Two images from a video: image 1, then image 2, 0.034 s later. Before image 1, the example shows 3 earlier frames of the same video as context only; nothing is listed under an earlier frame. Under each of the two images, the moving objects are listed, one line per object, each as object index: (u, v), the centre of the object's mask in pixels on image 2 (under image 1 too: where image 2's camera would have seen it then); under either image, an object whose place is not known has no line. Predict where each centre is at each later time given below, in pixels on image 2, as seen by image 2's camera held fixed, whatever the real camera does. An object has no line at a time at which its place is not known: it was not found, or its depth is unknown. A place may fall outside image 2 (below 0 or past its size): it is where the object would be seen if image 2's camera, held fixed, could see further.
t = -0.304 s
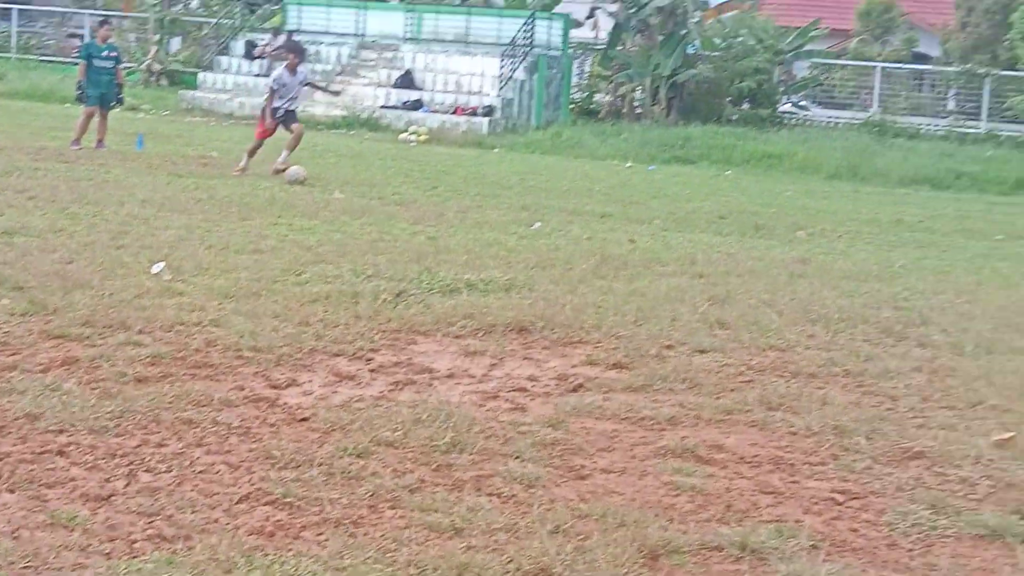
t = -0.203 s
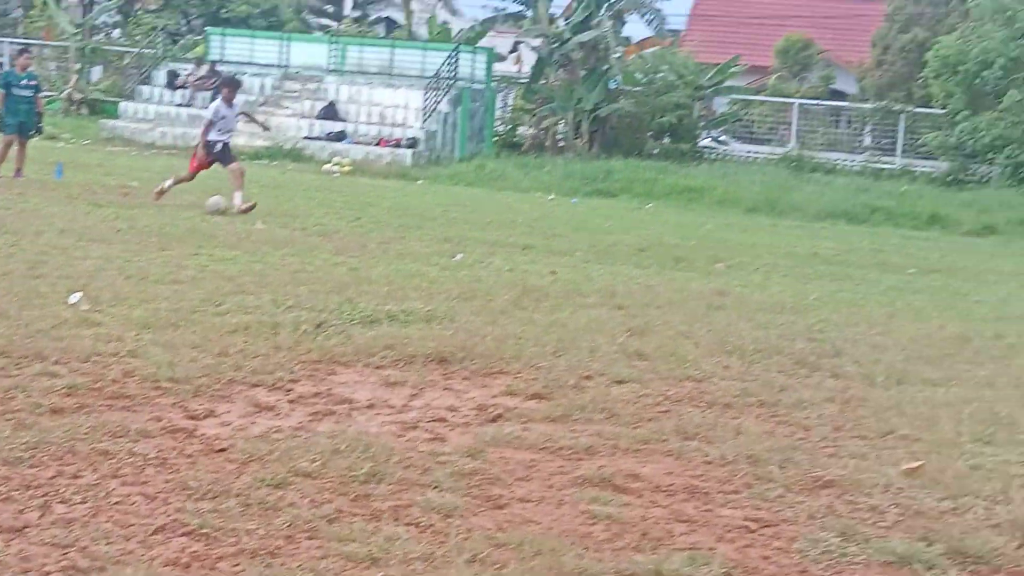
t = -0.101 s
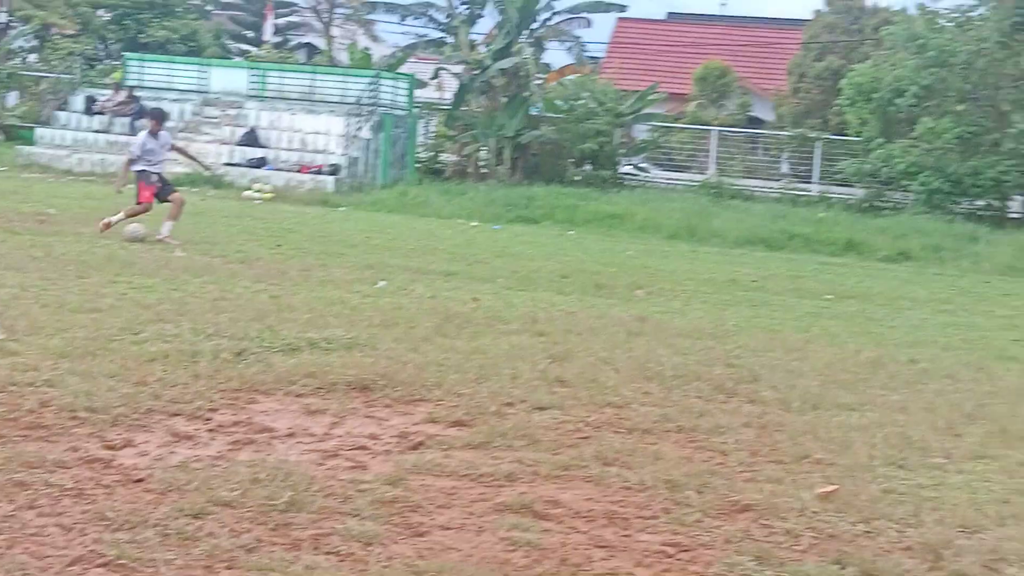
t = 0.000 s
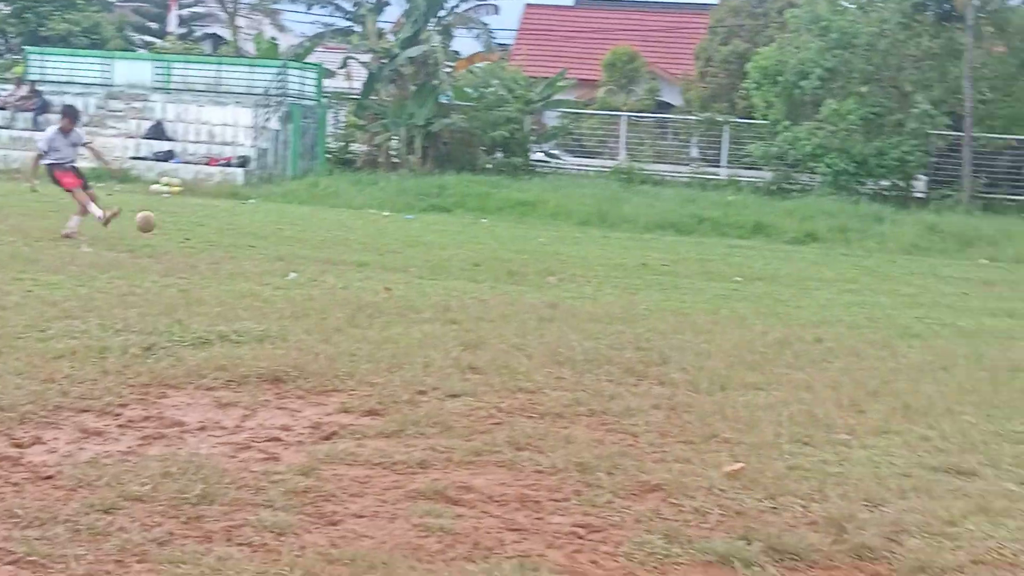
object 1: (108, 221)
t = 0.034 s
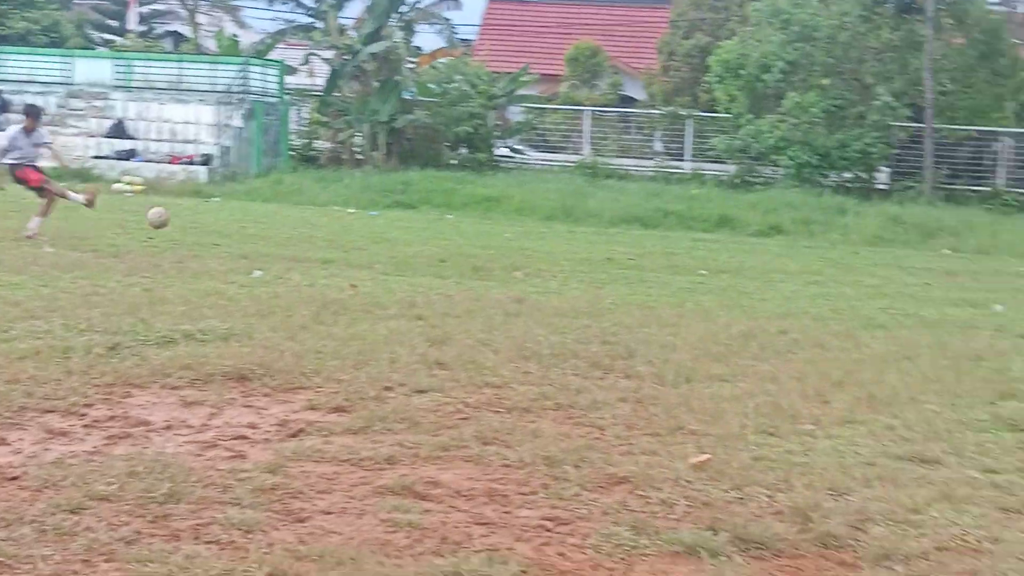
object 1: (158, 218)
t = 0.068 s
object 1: (209, 216)
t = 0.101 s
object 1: (259, 215)
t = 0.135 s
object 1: (308, 217)
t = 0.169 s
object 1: (357, 221)
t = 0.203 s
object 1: (405, 225)
